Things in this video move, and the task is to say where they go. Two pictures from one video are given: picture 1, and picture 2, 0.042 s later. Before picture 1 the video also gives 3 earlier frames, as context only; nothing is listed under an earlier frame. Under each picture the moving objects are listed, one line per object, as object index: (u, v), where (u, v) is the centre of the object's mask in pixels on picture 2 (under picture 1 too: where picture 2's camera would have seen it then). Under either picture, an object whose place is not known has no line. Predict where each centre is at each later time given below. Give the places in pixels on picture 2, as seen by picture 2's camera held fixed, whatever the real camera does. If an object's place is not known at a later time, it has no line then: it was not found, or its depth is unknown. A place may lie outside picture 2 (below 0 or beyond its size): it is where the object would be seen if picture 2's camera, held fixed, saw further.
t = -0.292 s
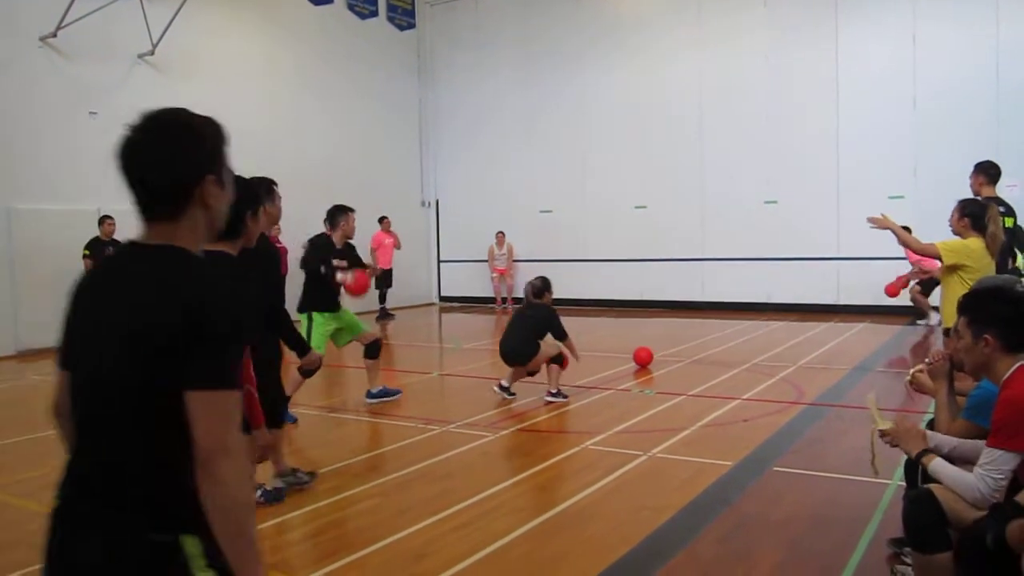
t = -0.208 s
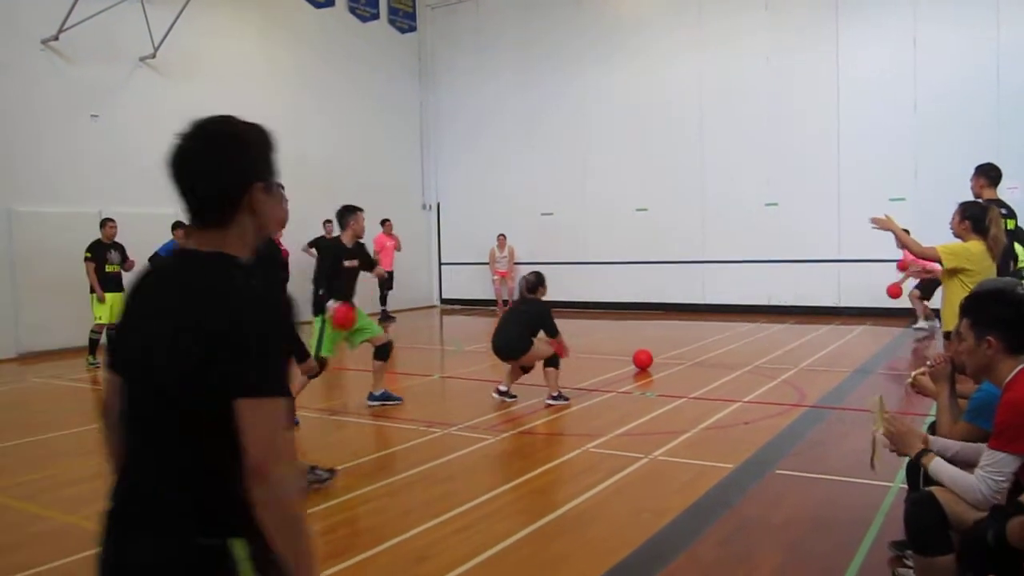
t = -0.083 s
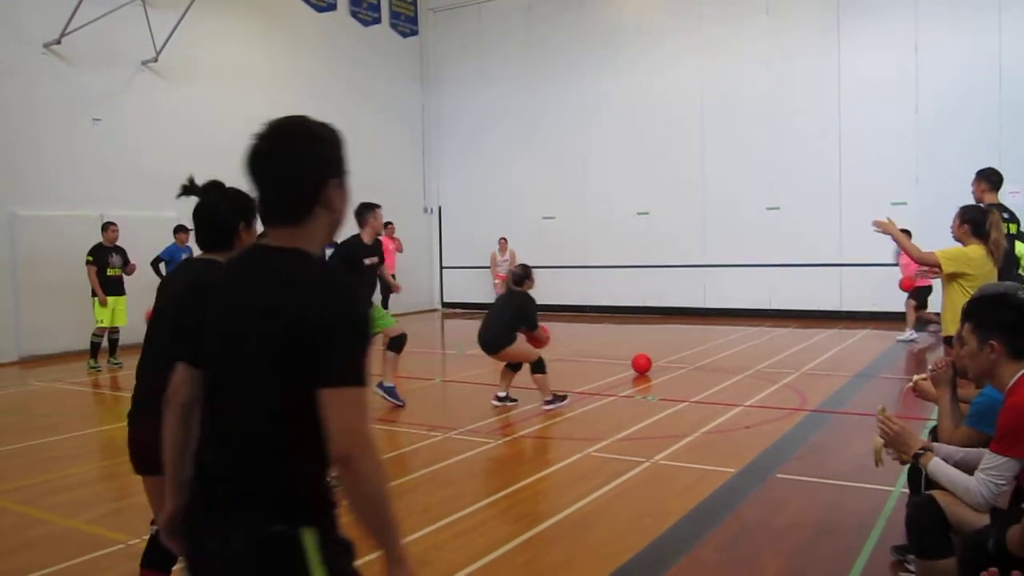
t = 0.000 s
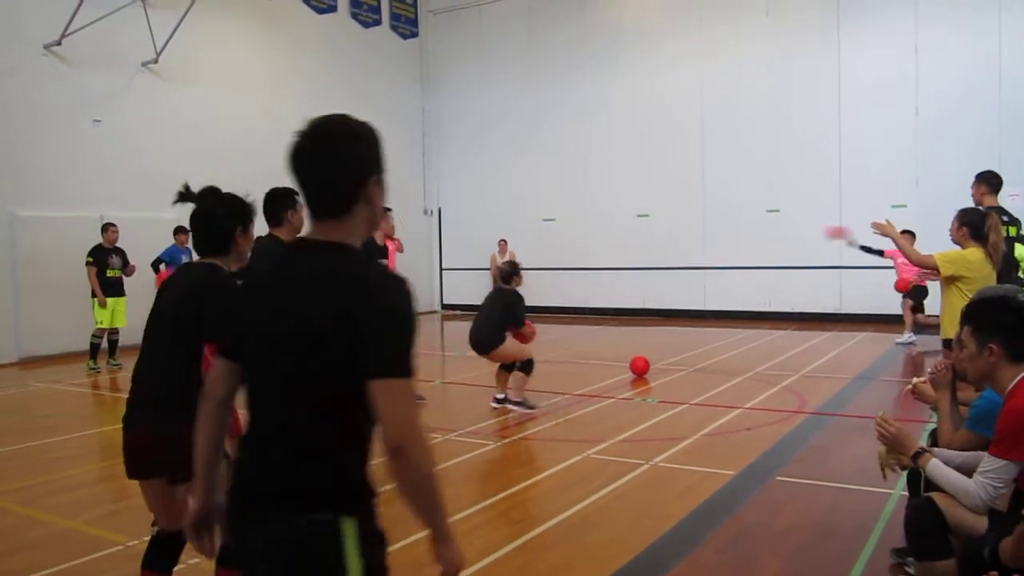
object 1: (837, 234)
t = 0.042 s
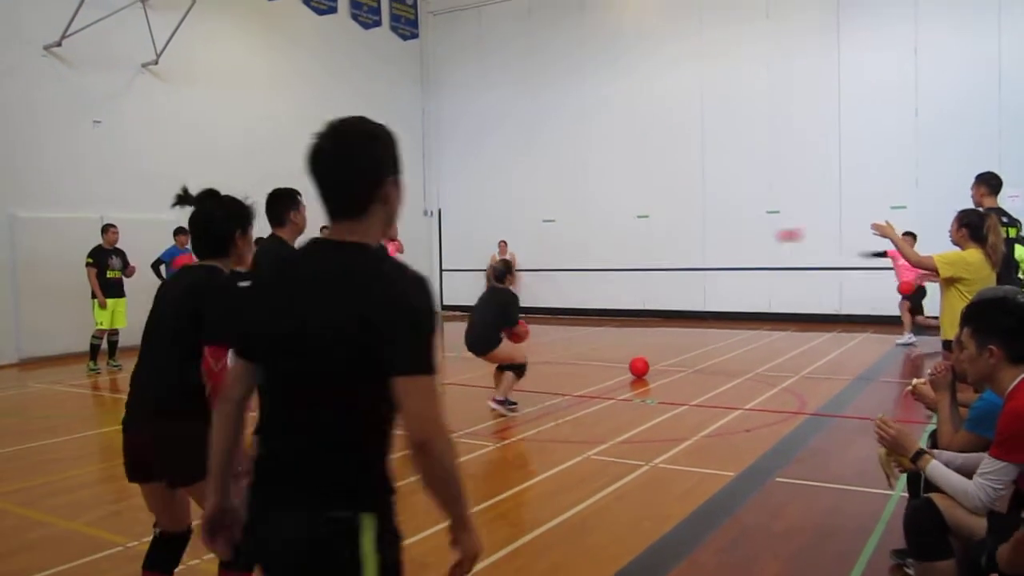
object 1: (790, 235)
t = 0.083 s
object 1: (738, 236)
